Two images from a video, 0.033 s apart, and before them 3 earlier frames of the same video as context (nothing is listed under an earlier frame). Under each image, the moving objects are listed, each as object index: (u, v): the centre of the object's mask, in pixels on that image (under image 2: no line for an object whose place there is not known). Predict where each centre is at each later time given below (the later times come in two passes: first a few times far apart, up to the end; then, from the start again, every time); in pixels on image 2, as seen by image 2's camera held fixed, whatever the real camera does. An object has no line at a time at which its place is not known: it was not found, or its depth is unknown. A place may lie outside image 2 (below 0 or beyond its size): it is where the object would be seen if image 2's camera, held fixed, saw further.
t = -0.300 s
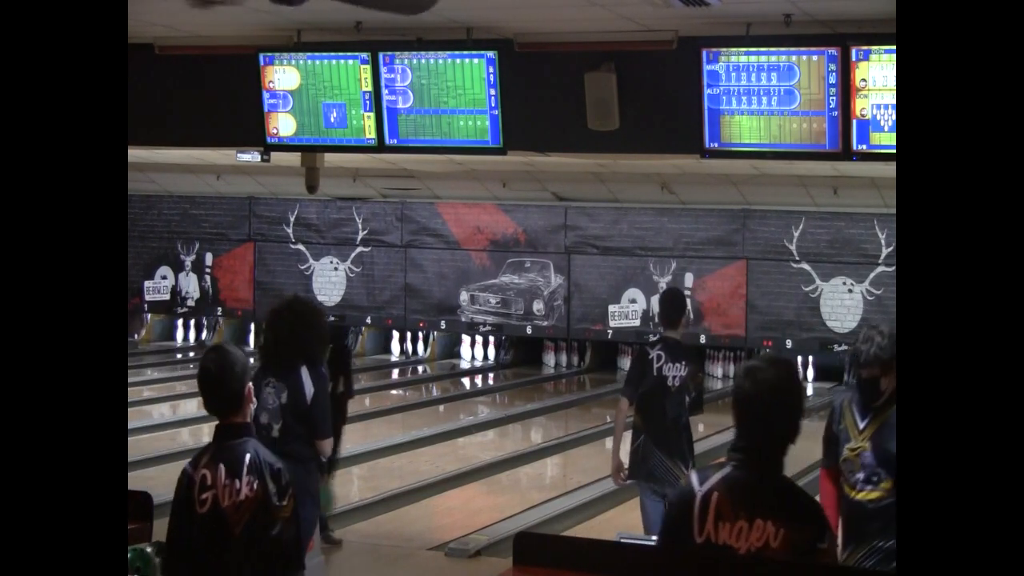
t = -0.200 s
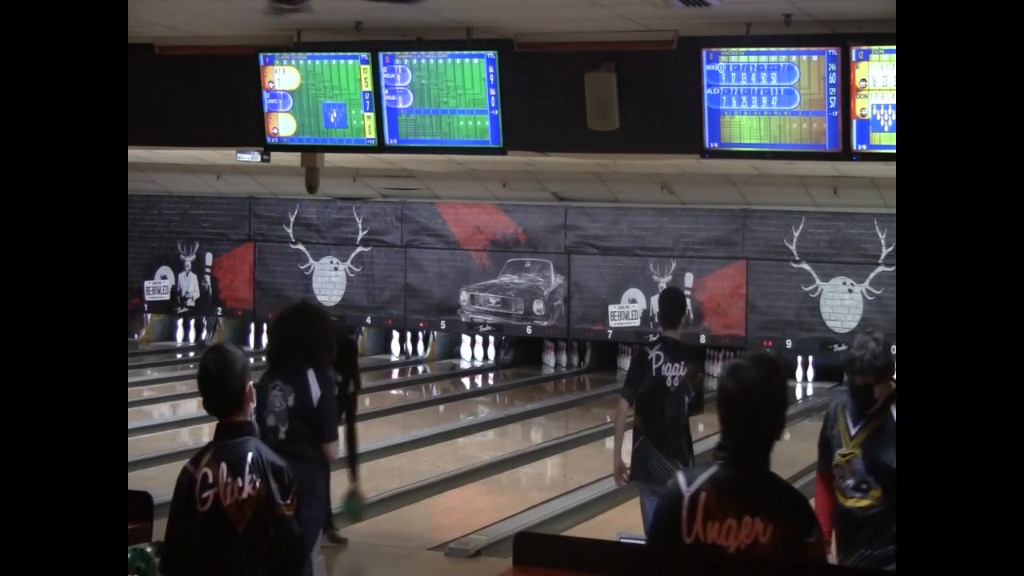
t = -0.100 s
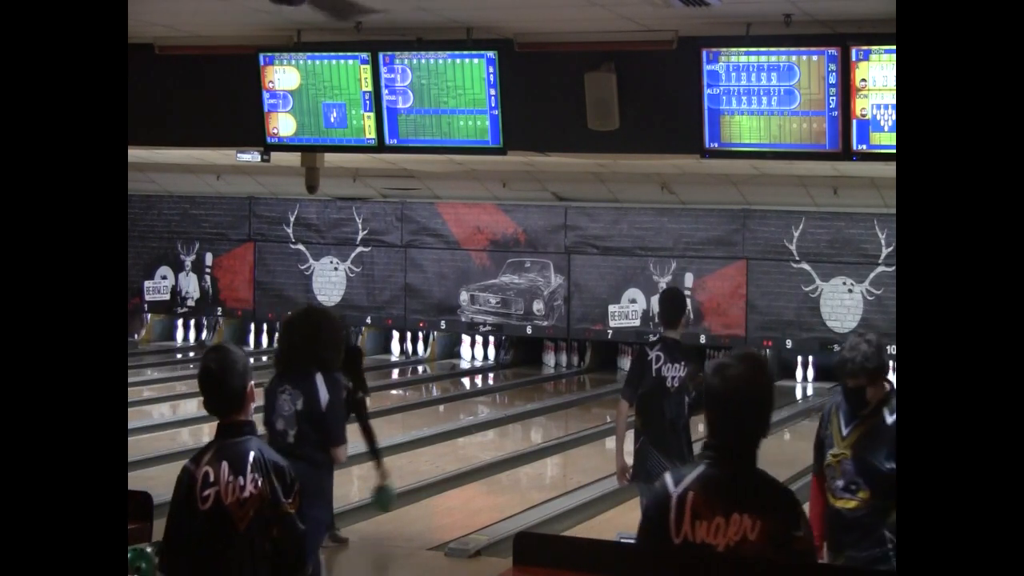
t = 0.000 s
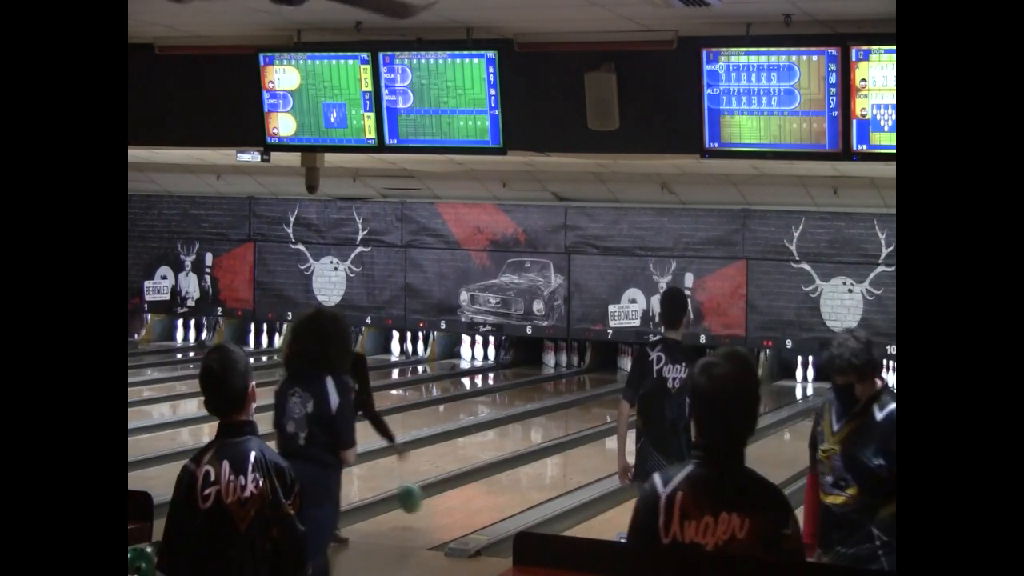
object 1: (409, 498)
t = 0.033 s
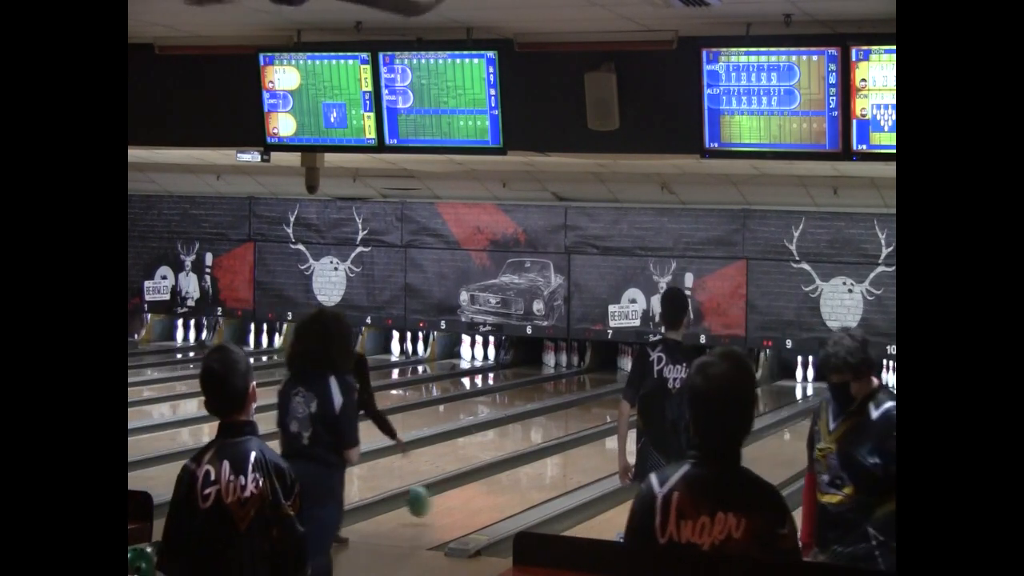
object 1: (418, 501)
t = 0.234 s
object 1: (464, 491)
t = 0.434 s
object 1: (504, 477)
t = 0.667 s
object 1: (545, 462)
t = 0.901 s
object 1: (580, 450)
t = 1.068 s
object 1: (600, 443)
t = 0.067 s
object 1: (425, 506)
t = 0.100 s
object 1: (434, 502)
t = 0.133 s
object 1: (442, 500)
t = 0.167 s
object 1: (449, 497)
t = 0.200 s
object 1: (456, 494)
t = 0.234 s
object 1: (464, 491)
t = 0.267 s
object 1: (471, 489)
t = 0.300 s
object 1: (478, 486)
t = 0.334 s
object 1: (484, 484)
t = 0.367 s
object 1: (491, 481)
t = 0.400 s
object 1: (498, 479)
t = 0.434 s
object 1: (504, 477)
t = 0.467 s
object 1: (510, 475)
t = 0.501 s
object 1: (516, 472)
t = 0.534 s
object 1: (522, 471)
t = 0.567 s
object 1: (528, 468)
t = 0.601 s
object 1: (534, 467)
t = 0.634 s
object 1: (539, 464)
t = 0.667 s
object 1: (545, 462)
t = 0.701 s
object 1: (550, 461)
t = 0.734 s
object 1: (556, 459)
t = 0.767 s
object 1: (561, 457)
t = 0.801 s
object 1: (566, 455)
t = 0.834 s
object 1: (571, 454)
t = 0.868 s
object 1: (576, 452)
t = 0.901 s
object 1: (580, 450)
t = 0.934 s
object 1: (585, 449)
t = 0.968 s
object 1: (590, 447)
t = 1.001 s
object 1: (594, 445)
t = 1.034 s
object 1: (598, 444)
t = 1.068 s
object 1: (600, 443)
